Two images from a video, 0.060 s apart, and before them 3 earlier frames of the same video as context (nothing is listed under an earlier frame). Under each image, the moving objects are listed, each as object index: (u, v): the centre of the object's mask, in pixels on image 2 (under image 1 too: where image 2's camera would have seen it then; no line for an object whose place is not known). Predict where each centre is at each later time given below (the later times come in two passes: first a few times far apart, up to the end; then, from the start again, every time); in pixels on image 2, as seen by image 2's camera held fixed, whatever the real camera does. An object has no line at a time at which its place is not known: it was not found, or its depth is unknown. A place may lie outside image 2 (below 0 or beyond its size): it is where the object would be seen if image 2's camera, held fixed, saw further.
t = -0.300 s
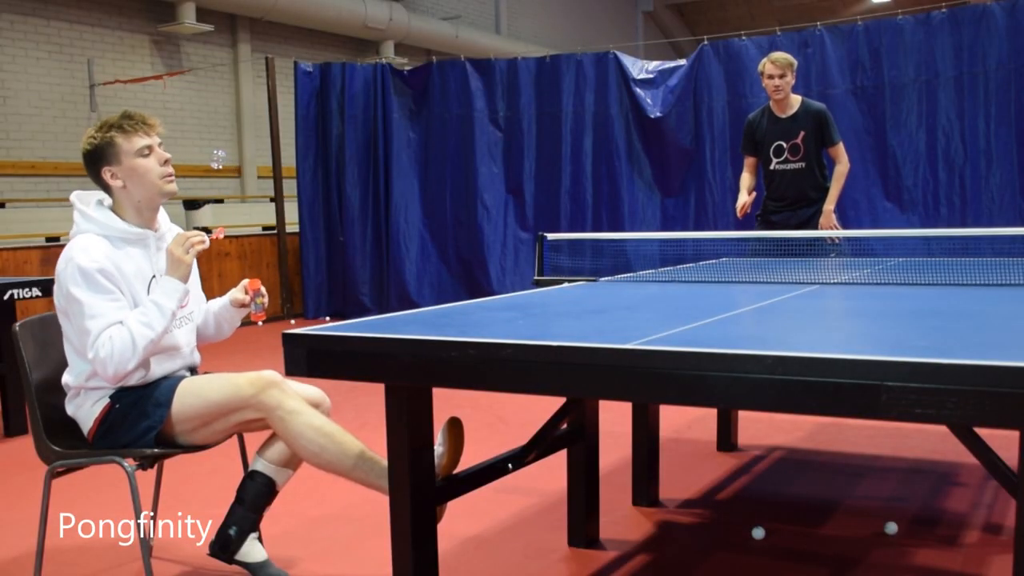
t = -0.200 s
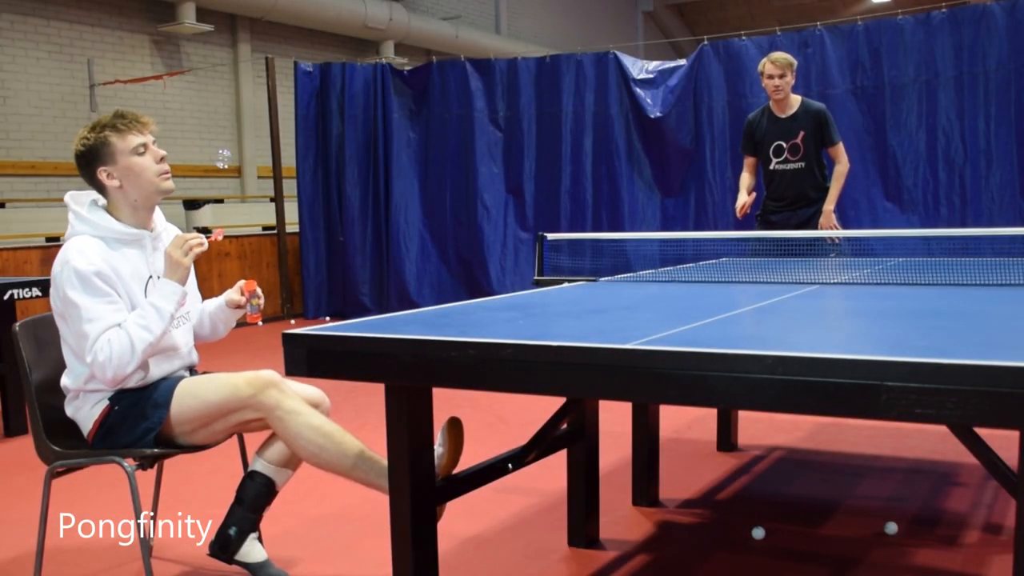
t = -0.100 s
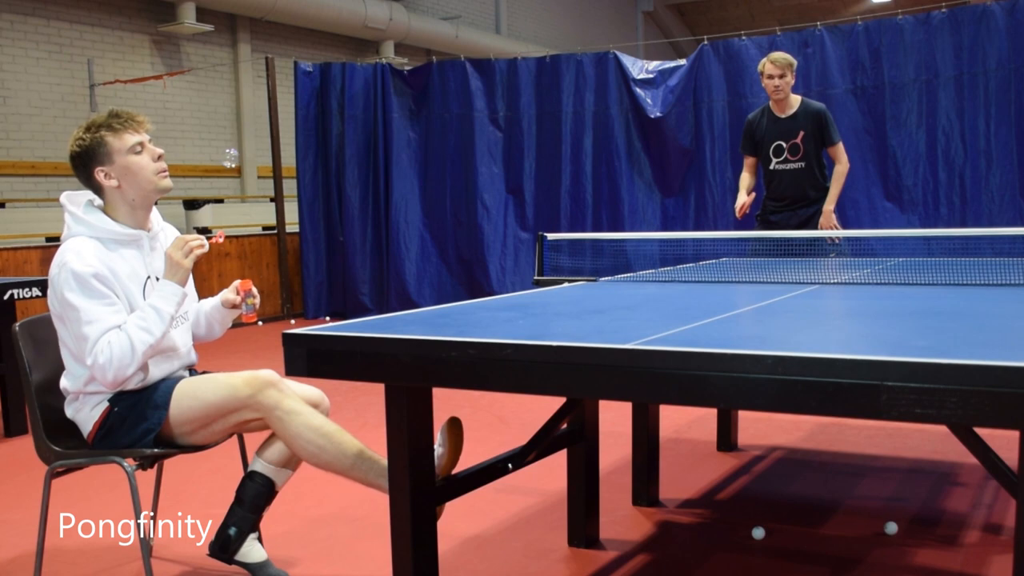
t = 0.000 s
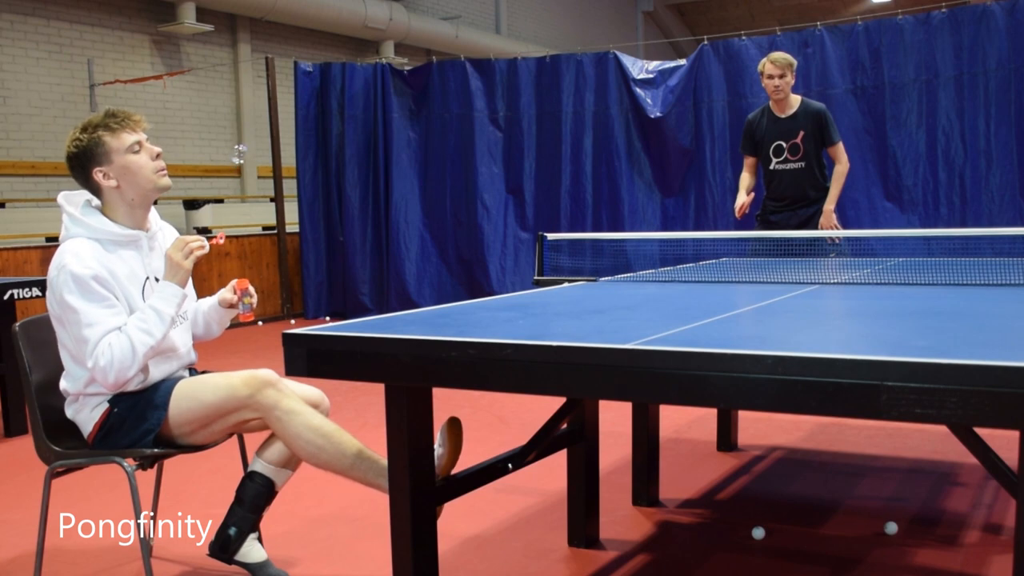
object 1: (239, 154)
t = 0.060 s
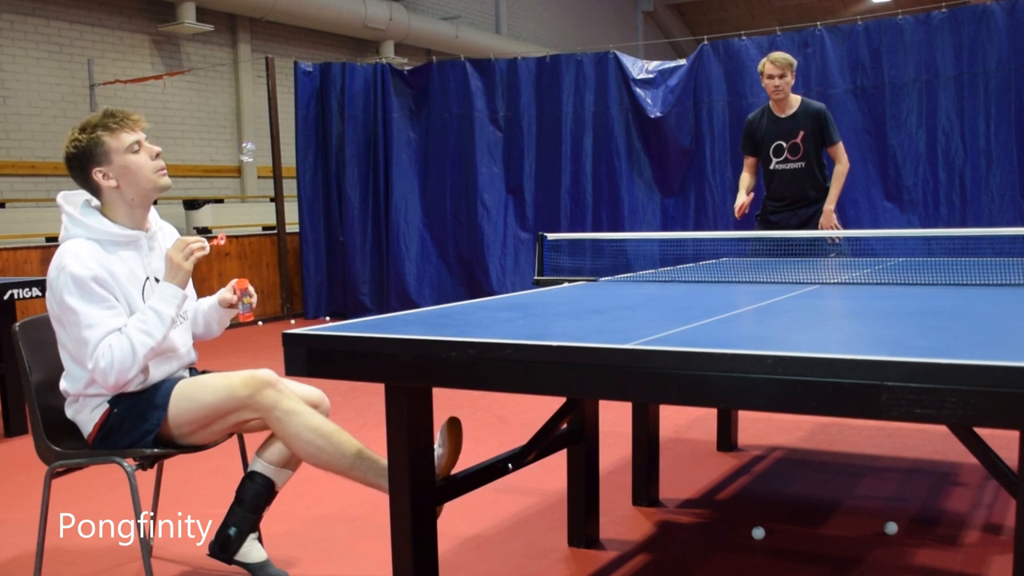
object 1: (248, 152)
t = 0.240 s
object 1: (279, 146)
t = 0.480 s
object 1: (334, 151)
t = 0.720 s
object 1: (378, 155)
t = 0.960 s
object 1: (405, 161)
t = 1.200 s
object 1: (427, 172)
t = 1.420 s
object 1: (442, 184)
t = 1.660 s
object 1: (456, 196)
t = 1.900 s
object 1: (469, 212)
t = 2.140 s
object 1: (482, 232)
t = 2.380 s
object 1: (495, 256)
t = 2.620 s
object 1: (504, 284)
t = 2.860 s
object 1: (508, 309)
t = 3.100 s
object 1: (511, 296)
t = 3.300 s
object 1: (517, 299)
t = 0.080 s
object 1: (250, 151)
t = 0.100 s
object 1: (253, 150)
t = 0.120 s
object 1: (257, 149)
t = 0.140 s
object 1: (261, 148)
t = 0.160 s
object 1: (264, 147)
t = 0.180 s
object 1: (268, 147)
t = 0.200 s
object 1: (272, 147)
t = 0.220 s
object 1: (276, 146)
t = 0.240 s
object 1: (279, 146)
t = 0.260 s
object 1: (285, 146)
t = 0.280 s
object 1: (288, 147)
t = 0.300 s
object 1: (294, 147)
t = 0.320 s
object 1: (298, 147)
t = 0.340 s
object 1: (303, 148)
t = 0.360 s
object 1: (306, 148)
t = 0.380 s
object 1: (311, 149)
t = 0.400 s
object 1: (315, 149)
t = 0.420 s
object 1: (321, 150)
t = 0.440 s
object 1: (325, 150)
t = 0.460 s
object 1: (330, 151)
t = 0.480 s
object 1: (334, 151)
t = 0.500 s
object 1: (339, 152)
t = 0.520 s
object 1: (343, 152)
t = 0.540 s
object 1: (347, 153)
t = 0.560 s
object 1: (351, 153)
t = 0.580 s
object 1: (355, 153)
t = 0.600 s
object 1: (358, 154)
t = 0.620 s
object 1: (362, 154)
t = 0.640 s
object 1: (366, 154)
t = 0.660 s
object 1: (369, 154)
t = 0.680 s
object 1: (372, 154)
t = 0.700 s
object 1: (375, 154)
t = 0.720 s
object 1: (378, 155)
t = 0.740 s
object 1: (380, 155)
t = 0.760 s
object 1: (383, 155)
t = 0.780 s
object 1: (385, 156)
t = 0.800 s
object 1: (388, 156)
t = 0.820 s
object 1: (390, 157)
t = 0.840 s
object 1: (392, 157)
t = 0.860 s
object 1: (394, 158)
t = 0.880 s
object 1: (396, 158)
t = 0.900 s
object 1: (399, 159)
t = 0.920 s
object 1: (401, 159)
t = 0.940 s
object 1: (403, 160)
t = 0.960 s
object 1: (405, 161)
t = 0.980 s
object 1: (407, 162)
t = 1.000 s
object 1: (409, 162)
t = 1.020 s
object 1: (411, 163)
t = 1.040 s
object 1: (413, 164)
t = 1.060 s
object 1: (414, 165)
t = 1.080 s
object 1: (416, 166)
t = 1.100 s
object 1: (418, 167)
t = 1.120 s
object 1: (420, 168)
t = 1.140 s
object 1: (422, 169)
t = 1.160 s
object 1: (423, 170)
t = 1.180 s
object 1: (425, 171)
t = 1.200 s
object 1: (427, 172)
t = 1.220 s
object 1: (428, 173)
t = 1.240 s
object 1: (430, 175)
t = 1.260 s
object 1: (431, 176)
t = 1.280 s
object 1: (433, 177)
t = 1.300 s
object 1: (434, 178)
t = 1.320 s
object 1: (436, 179)
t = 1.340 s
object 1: (437, 180)
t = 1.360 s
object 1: (439, 181)
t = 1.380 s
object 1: (440, 182)
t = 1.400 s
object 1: (441, 183)
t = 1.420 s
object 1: (442, 184)
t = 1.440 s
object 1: (443, 185)
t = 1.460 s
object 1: (445, 186)
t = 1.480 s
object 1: (446, 187)
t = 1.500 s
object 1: (447, 188)
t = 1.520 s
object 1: (448, 189)
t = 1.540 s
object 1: (449, 190)
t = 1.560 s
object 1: (450, 191)
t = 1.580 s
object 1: (452, 192)
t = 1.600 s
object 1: (453, 193)
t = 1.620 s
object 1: (454, 194)
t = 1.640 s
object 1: (455, 195)
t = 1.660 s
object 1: (456, 196)
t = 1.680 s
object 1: (457, 198)
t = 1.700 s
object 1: (458, 199)
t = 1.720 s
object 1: (459, 200)
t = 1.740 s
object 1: (460, 201)
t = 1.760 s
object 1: (461, 202)
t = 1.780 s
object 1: (462, 204)
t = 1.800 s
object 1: (463, 205)
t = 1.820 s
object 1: (465, 206)
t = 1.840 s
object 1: (466, 208)
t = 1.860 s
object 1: (467, 209)
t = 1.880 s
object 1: (468, 210)
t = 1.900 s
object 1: (469, 212)
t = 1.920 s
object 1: (470, 213)
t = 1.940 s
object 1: (471, 215)
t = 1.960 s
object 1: (472, 216)
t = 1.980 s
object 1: (473, 218)
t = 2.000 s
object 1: (474, 220)
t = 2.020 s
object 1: (476, 221)
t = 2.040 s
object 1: (477, 223)
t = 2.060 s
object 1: (478, 225)
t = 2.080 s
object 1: (479, 226)
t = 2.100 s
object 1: (480, 228)
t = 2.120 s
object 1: (481, 230)
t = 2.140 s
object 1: (482, 232)
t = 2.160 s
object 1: (484, 234)
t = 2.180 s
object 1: (485, 235)
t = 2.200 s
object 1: (486, 238)
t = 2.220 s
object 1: (487, 239)
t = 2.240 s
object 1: (488, 242)
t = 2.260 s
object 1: (489, 244)
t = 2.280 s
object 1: (490, 245)
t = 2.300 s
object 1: (491, 248)
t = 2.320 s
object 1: (492, 250)
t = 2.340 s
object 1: (493, 252)
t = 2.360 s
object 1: (494, 254)
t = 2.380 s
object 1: (495, 256)
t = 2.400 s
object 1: (496, 259)
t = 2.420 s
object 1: (497, 261)
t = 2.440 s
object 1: (498, 263)
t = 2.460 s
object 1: (499, 266)
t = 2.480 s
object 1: (500, 268)
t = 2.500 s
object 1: (500, 270)
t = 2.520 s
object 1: (501, 273)
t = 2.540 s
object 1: (502, 275)
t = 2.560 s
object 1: (503, 278)
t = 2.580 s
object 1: (503, 280)
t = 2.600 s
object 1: (504, 282)
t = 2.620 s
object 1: (504, 284)
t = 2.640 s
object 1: (505, 286)
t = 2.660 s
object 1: (505, 289)
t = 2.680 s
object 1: (505, 291)
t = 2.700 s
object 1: (506, 294)
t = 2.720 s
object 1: (506, 296)
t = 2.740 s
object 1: (506, 299)
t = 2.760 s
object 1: (507, 302)
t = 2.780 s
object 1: (507, 304)
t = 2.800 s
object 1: (508, 307)
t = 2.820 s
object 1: (507, 309)
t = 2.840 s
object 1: (508, 310)
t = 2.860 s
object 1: (508, 309)
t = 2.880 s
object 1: (508, 309)
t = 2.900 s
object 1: (507, 306)
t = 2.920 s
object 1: (508, 305)
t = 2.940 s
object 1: (508, 303)
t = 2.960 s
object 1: (507, 302)
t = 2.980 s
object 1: (508, 301)
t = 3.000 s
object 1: (508, 299)
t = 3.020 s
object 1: (508, 299)
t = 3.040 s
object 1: (509, 298)
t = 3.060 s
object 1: (510, 297)
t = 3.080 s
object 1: (510, 297)
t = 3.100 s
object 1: (511, 296)
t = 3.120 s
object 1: (512, 296)
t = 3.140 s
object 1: (512, 296)
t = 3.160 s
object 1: (513, 296)
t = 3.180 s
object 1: (513, 296)
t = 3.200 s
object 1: (514, 297)
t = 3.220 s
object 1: (514, 297)
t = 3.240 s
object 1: (515, 297)
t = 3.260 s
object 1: (516, 298)
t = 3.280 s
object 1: (517, 299)
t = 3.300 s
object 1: (517, 299)
